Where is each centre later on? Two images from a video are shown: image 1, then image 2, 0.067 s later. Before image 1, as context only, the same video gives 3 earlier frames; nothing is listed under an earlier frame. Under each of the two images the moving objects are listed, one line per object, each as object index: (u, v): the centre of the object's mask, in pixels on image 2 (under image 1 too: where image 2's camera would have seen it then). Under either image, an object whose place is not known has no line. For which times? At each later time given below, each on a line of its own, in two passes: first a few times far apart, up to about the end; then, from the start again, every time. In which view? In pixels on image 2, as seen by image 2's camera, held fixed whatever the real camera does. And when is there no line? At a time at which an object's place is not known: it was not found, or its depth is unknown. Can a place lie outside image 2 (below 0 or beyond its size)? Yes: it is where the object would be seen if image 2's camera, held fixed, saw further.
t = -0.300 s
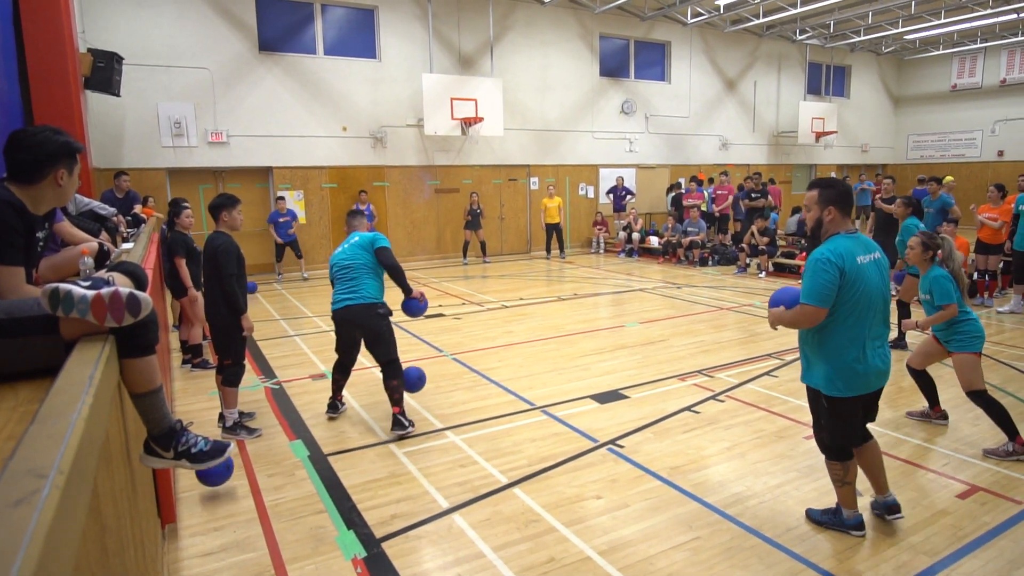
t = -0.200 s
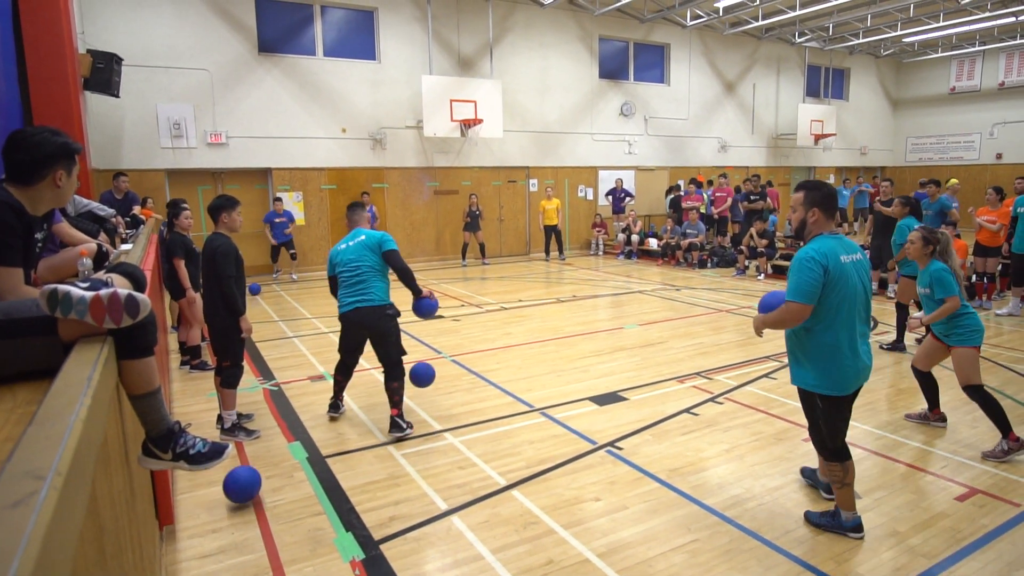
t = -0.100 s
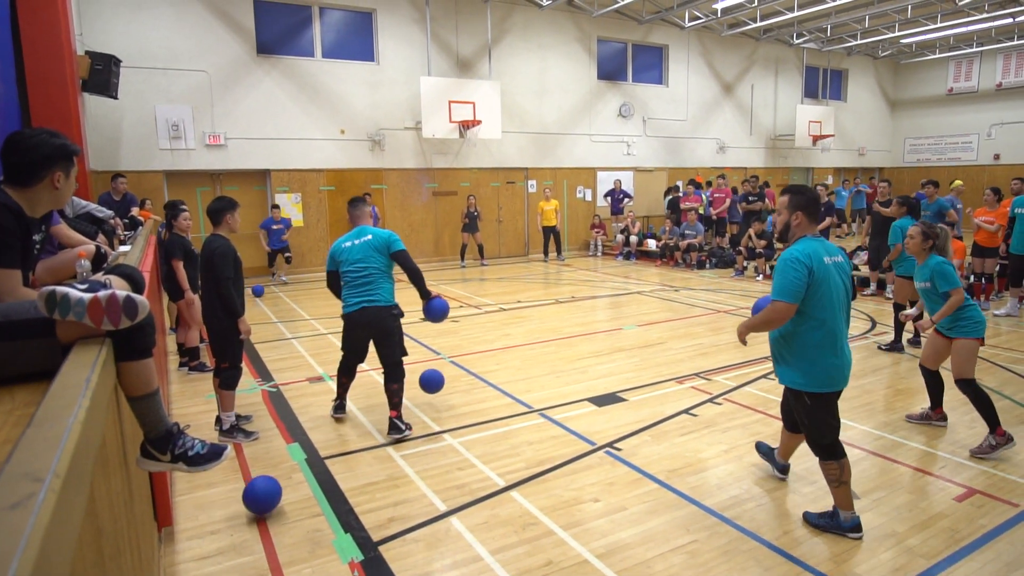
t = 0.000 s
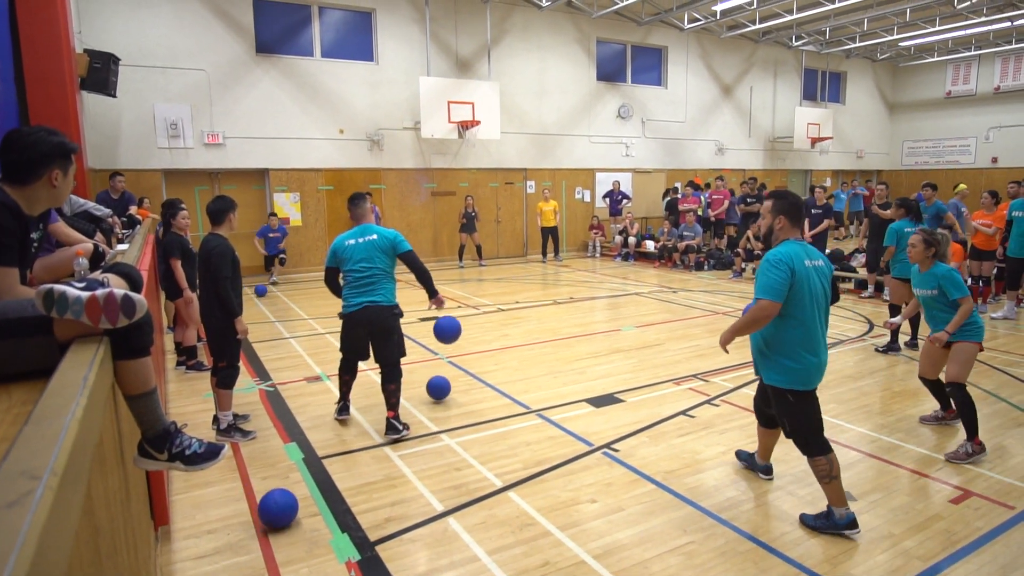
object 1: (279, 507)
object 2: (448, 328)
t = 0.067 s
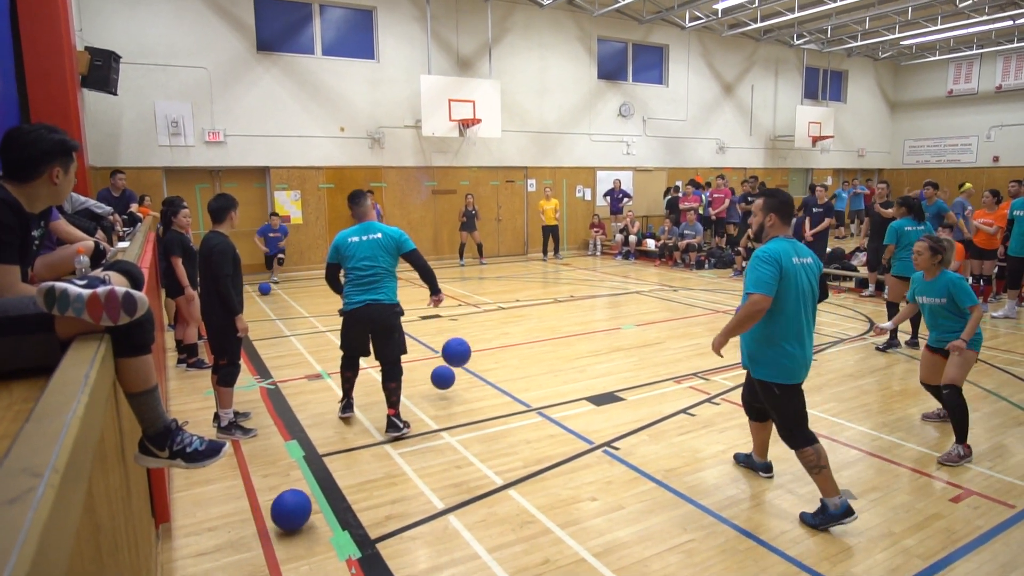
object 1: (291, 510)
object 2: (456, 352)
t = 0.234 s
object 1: (325, 531)
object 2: (480, 452)
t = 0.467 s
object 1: (376, 554)
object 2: (494, 459)
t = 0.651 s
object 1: (420, 566)
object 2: (508, 519)
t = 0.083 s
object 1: (294, 513)
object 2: (459, 359)
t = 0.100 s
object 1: (298, 515)
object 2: (461, 367)
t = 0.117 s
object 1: (301, 518)
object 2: (463, 376)
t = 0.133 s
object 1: (304, 520)
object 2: (466, 385)
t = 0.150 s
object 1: (308, 521)
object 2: (468, 395)
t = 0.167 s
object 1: (311, 523)
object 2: (470, 405)
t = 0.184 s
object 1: (315, 524)
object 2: (473, 416)
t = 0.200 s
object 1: (318, 526)
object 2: (475, 427)
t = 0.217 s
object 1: (322, 529)
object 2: (478, 439)
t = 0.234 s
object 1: (325, 531)
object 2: (480, 452)
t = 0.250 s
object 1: (329, 532)
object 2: (483, 465)
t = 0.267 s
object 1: (332, 534)
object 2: (484, 465)
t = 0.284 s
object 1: (336, 536)
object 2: (485, 462)
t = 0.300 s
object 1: (339, 538)
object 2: (485, 459)
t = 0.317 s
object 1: (343, 540)
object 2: (486, 457)
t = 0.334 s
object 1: (346, 541)
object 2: (487, 456)
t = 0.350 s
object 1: (350, 543)
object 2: (488, 455)
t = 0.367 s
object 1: (353, 545)
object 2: (489, 454)
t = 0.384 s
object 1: (357, 548)
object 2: (490, 453)
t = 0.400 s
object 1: (360, 549)
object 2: (490, 454)
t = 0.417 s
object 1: (364, 551)
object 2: (491, 454)
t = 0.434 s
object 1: (368, 553)
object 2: (492, 455)
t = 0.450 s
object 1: (372, 554)
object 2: (493, 457)
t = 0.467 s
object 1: (376, 554)
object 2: (494, 459)
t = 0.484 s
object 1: (380, 555)
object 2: (495, 461)
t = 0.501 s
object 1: (384, 556)
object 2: (497, 464)
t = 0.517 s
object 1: (387, 558)
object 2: (498, 468)
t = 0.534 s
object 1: (391, 559)
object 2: (499, 472)
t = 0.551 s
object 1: (396, 560)
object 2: (500, 477)
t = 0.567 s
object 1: (400, 561)
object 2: (501, 482)
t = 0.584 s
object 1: (404, 562)
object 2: (502, 488)
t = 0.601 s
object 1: (408, 563)
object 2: (504, 495)
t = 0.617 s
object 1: (412, 564)
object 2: (505, 502)
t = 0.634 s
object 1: (416, 565)
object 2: (507, 510)
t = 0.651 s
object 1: (420, 566)
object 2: (508, 519)
